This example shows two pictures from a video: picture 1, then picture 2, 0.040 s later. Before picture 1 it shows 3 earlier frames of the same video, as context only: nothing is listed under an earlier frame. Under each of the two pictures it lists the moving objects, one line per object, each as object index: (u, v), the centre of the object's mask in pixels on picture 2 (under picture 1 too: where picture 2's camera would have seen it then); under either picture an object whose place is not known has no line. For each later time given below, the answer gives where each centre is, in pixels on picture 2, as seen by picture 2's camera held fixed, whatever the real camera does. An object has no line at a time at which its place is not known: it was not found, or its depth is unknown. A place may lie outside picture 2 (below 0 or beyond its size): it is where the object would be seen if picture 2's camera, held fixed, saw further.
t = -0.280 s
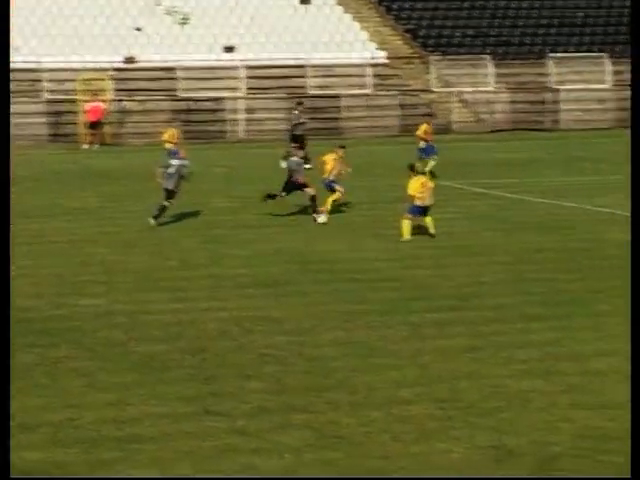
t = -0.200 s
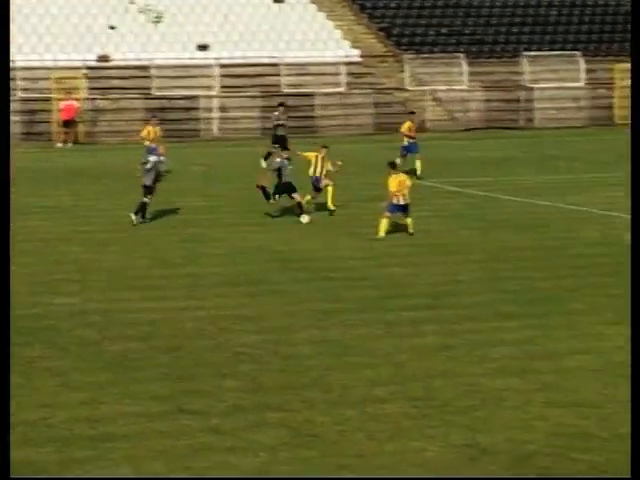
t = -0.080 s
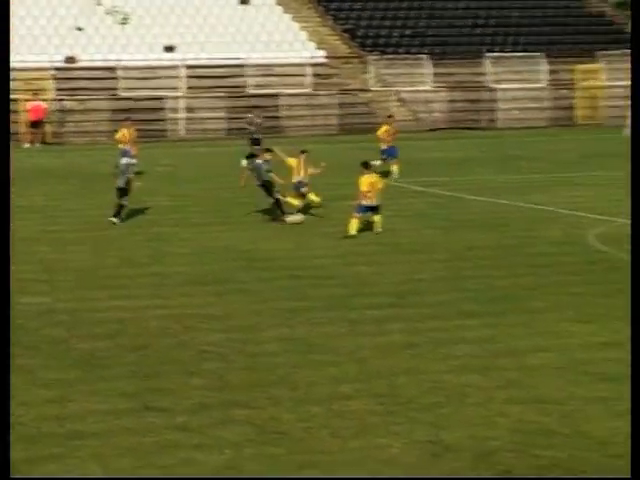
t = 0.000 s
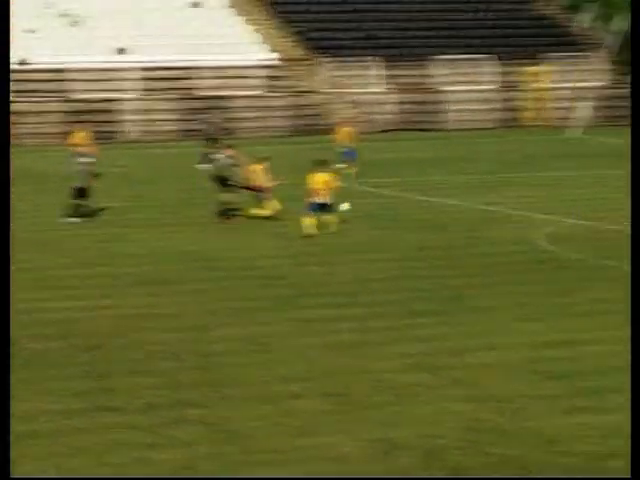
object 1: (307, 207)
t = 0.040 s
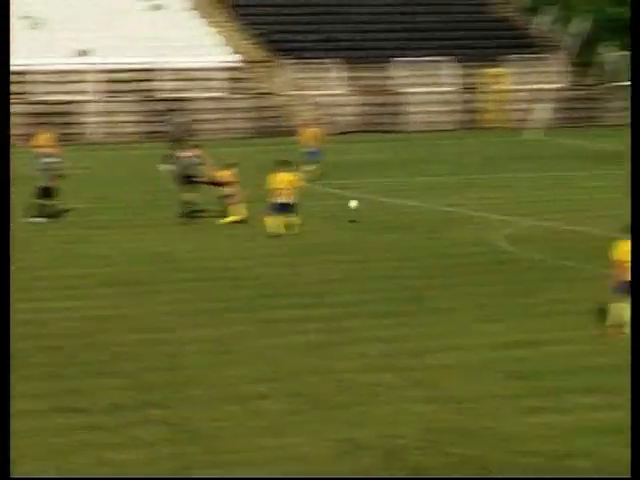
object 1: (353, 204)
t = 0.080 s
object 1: (395, 201)
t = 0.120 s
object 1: (440, 199)
